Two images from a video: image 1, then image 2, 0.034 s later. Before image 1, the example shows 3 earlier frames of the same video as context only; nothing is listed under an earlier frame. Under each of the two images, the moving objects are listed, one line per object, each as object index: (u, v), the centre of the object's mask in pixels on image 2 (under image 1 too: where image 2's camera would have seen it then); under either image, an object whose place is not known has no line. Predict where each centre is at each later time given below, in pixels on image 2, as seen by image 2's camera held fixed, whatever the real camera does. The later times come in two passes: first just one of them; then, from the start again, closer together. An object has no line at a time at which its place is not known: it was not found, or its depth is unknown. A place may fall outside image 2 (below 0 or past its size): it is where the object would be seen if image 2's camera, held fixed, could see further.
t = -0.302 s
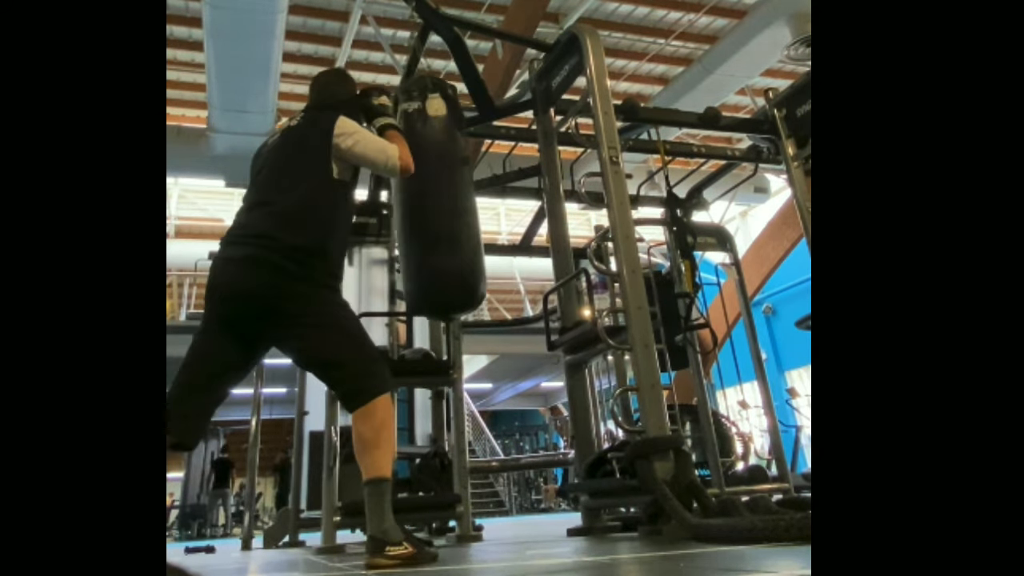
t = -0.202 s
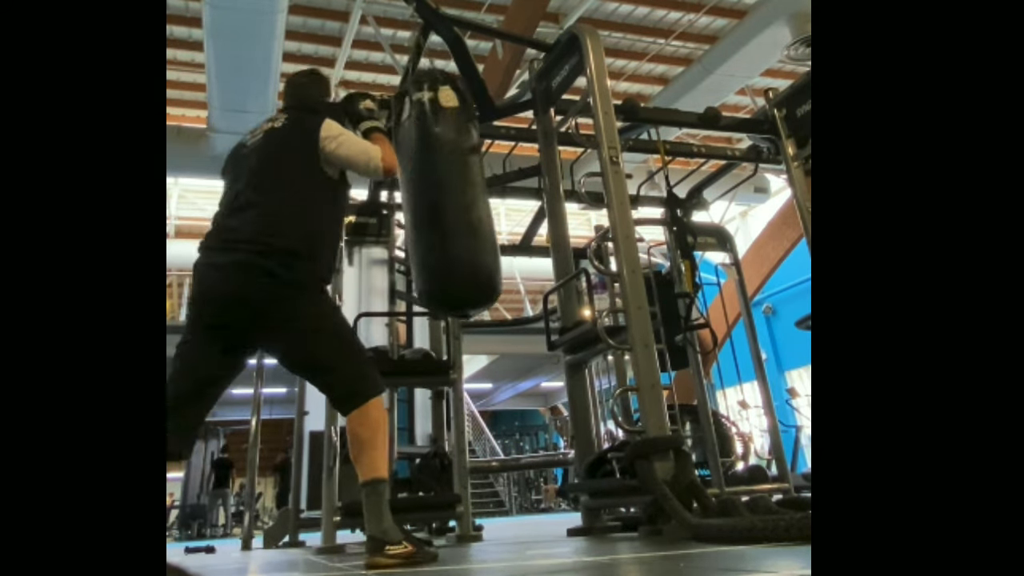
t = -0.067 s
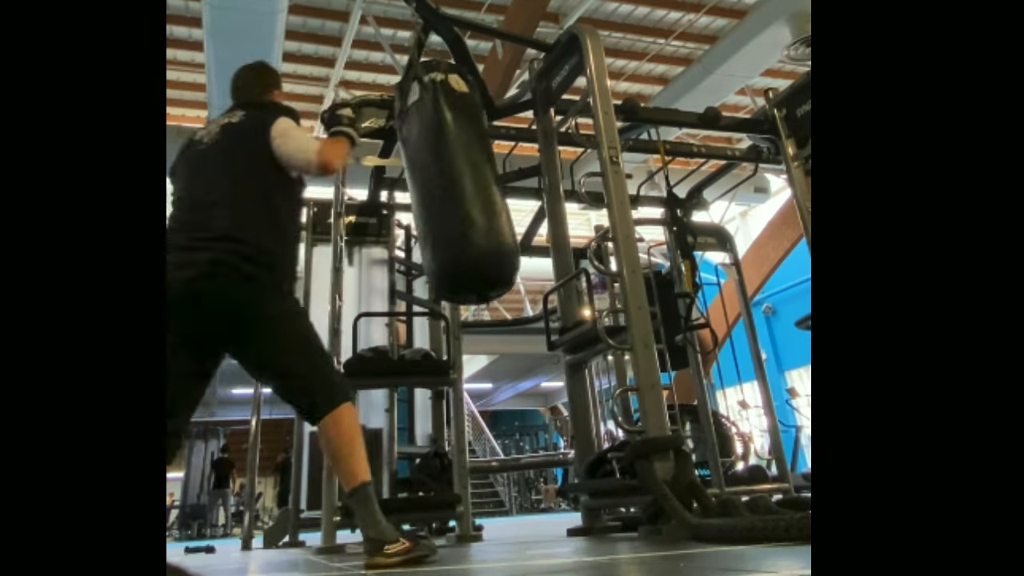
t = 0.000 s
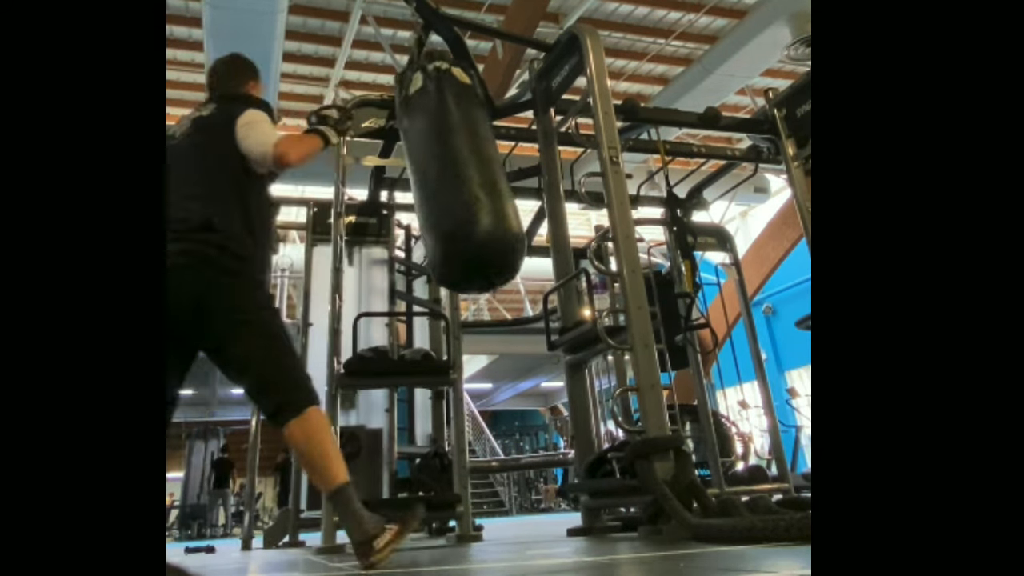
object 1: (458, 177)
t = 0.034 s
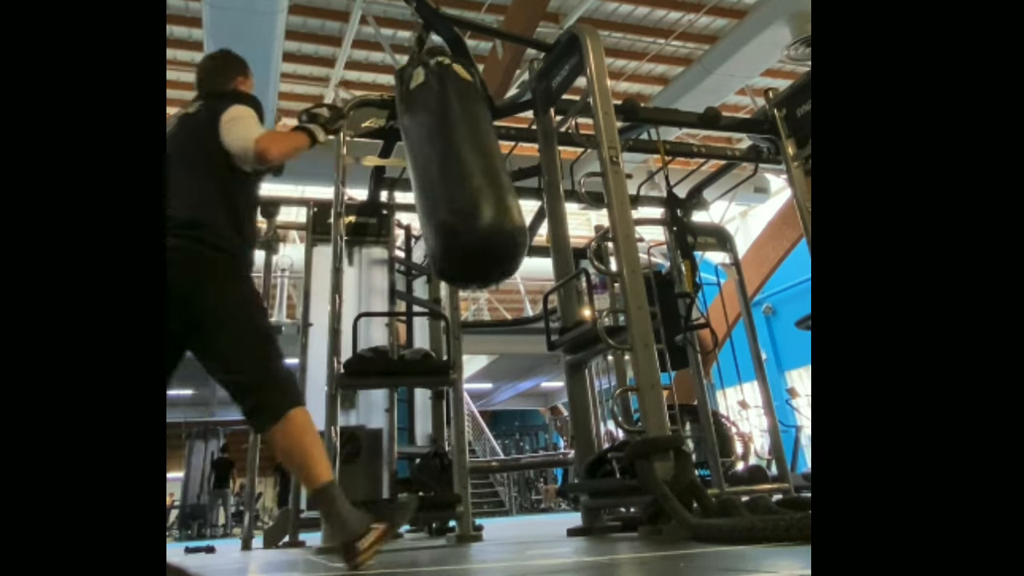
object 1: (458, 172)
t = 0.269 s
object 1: (450, 140)
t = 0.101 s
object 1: (458, 160)
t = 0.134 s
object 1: (457, 155)
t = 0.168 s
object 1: (456, 150)
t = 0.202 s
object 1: (454, 146)
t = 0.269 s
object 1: (450, 140)
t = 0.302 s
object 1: (447, 136)
